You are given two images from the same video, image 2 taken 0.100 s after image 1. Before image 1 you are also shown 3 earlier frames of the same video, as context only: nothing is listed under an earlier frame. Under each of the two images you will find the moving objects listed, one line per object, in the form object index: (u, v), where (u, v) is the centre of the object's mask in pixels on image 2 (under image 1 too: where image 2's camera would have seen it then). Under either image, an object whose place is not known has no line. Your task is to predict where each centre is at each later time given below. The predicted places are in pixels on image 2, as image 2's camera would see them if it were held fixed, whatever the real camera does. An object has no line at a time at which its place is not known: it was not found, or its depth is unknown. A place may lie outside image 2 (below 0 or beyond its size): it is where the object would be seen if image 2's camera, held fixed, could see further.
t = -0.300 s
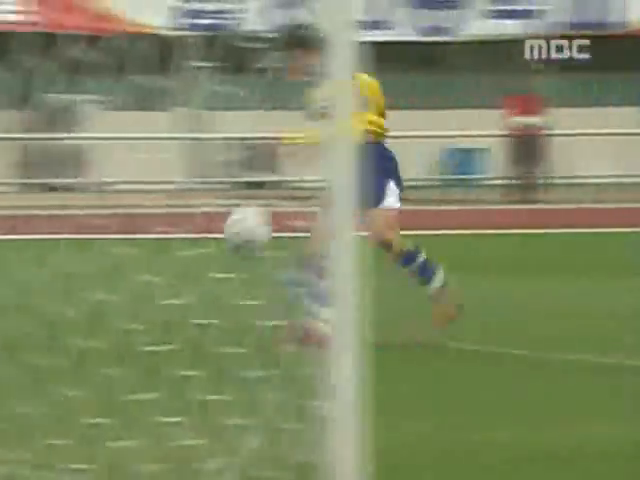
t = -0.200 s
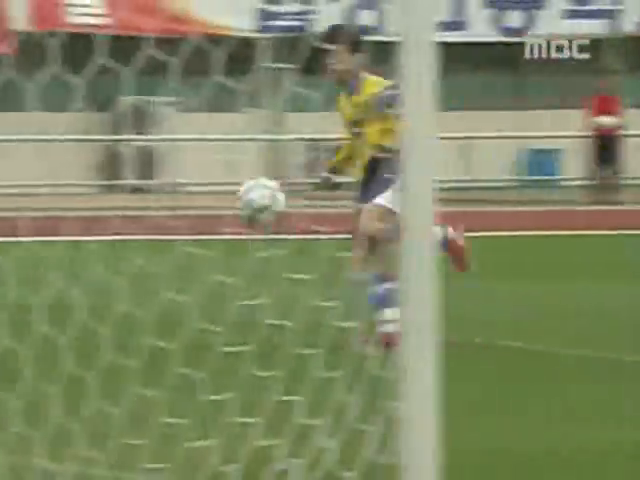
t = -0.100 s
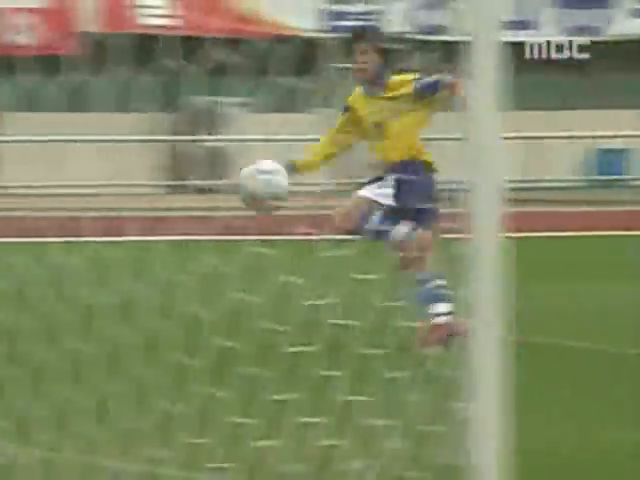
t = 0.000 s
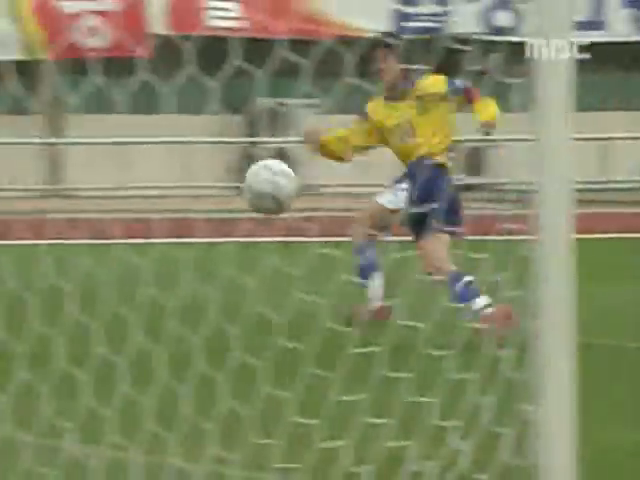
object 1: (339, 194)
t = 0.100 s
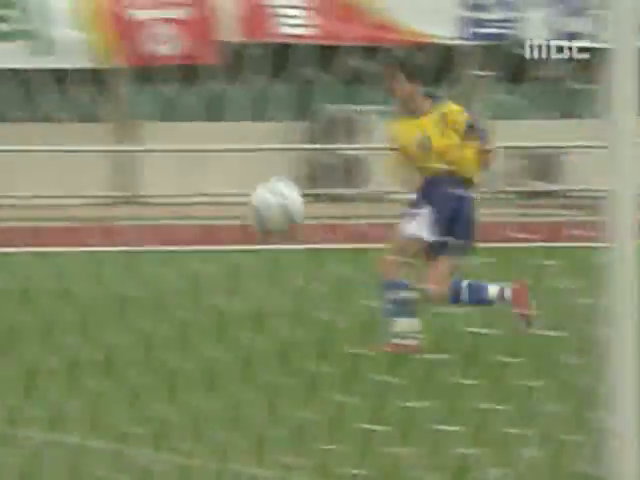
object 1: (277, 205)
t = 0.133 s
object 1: (256, 218)
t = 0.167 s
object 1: (235, 227)
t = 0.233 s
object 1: (195, 255)
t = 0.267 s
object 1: (174, 276)
